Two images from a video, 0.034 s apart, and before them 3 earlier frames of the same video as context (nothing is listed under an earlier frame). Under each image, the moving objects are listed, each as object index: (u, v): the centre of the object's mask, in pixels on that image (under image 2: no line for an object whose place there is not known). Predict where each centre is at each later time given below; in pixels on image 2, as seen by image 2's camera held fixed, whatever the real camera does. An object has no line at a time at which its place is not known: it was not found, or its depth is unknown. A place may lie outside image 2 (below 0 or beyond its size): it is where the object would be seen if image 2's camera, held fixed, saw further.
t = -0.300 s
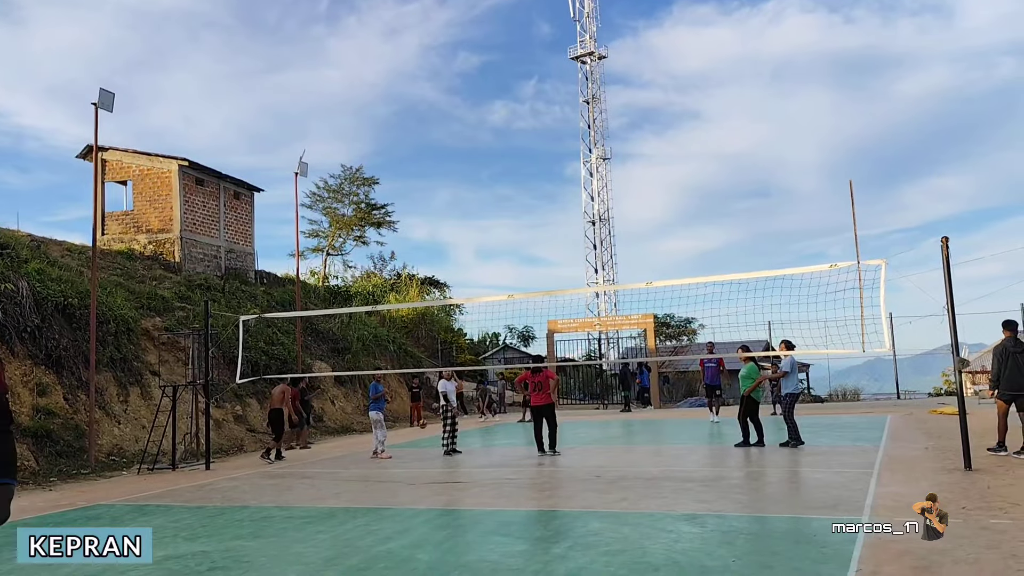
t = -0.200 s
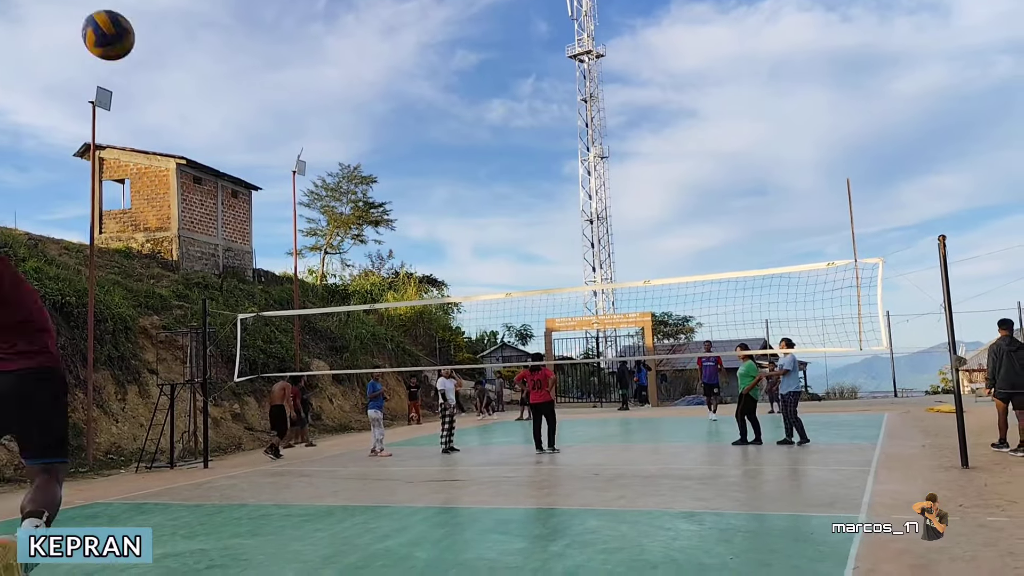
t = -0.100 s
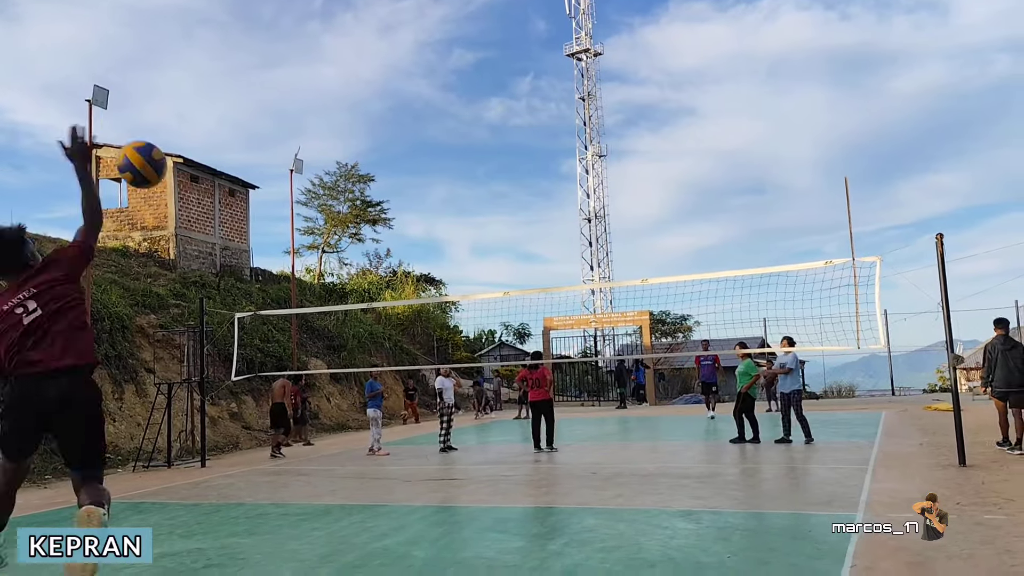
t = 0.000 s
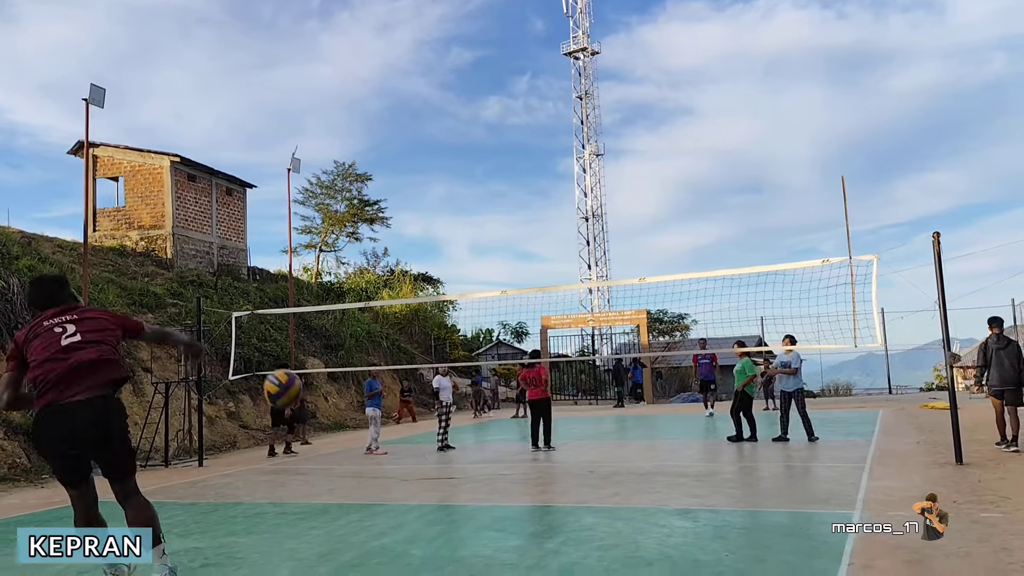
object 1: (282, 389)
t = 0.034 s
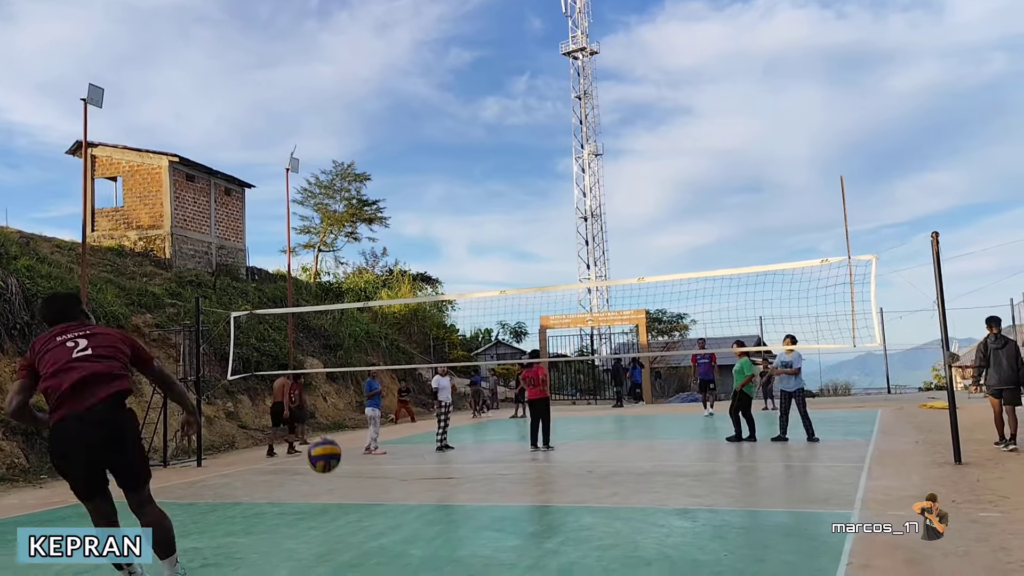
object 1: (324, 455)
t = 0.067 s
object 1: (360, 514)
